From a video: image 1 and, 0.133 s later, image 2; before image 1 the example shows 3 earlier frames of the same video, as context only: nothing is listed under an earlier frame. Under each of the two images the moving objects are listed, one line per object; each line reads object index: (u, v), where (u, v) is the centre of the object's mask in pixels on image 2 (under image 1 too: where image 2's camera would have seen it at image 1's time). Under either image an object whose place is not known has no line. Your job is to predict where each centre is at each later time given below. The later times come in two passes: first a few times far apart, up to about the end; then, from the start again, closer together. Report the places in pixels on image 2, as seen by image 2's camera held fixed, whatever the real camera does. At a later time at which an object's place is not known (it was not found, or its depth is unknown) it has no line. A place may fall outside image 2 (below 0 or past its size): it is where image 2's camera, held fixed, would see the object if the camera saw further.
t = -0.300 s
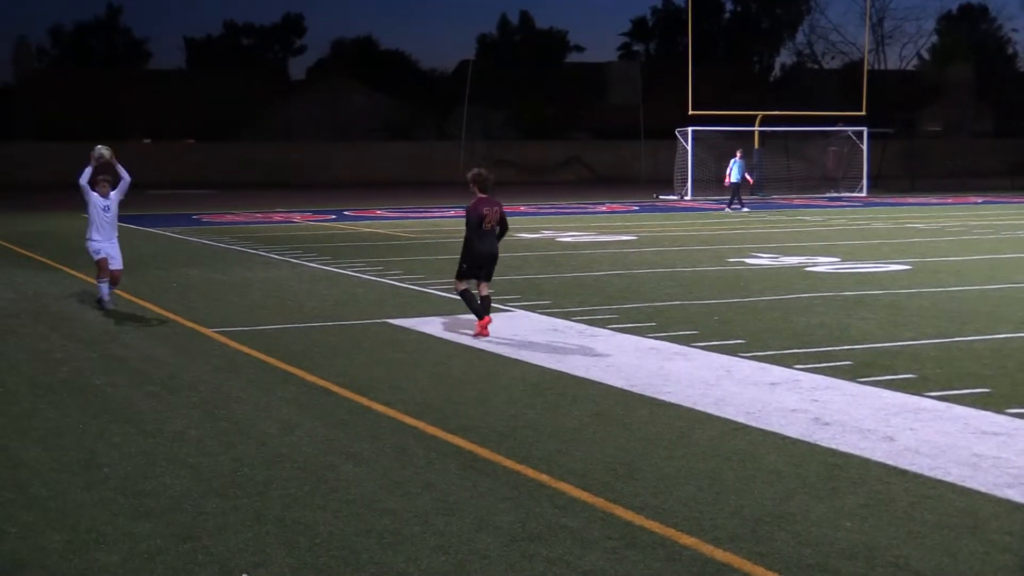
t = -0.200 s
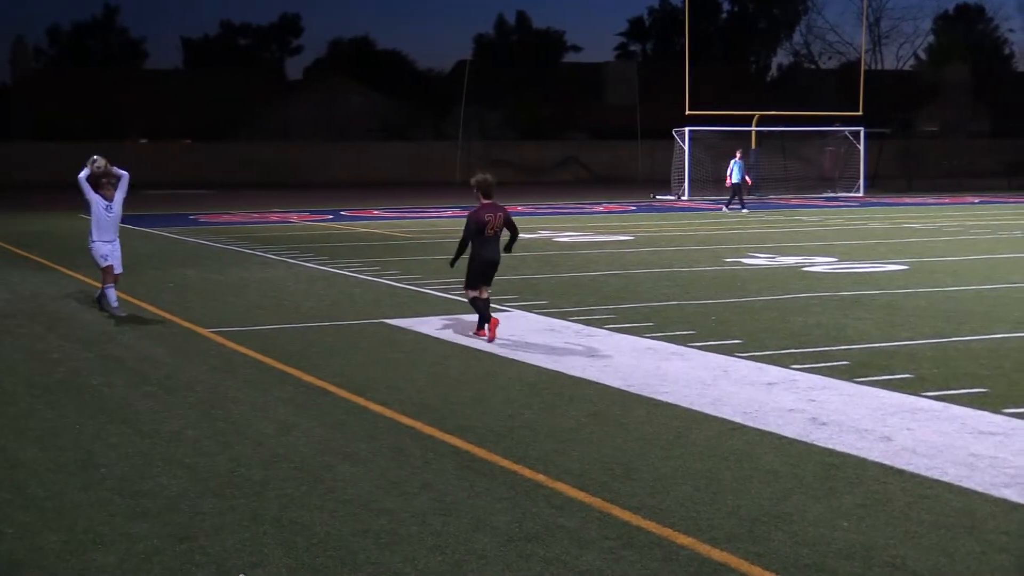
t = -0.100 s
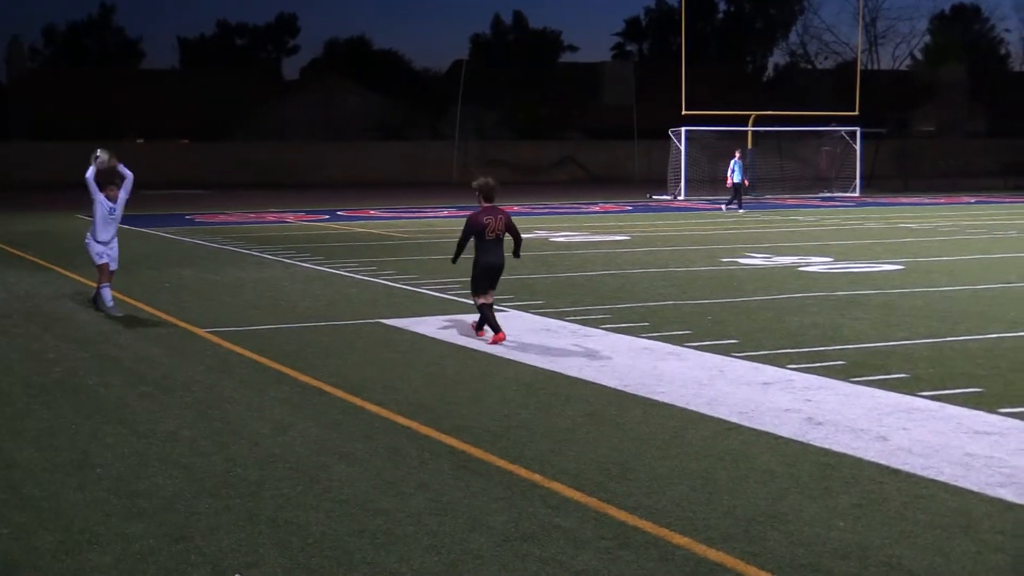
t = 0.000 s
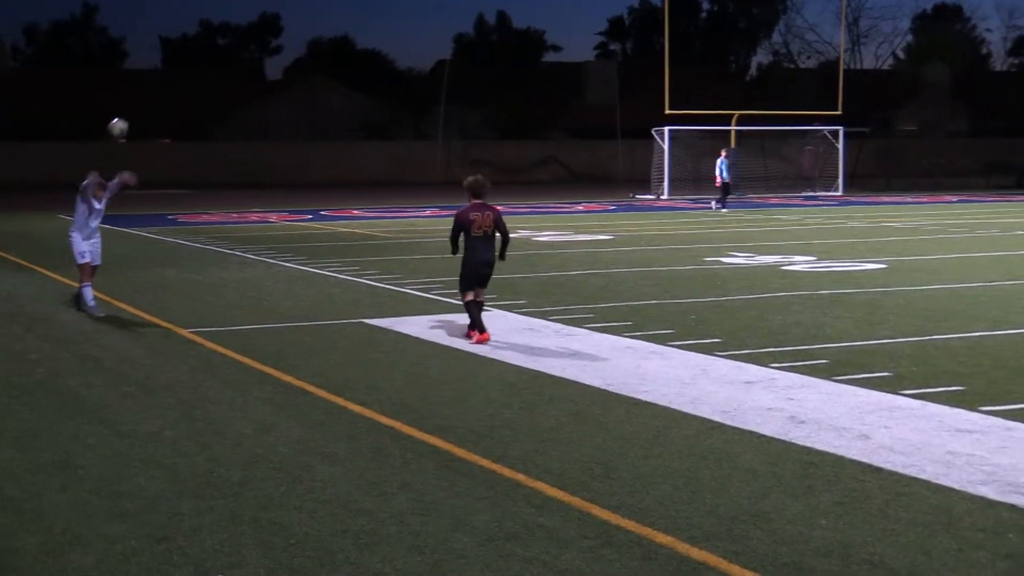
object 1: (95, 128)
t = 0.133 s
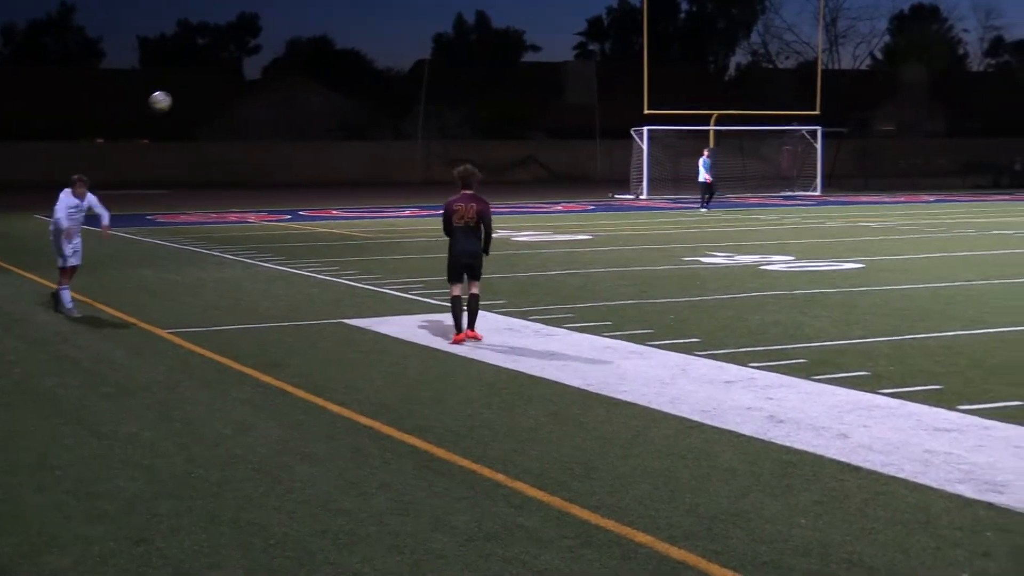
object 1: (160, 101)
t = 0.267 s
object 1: (237, 90)
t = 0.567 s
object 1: (469, 137)
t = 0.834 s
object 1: (779, 327)
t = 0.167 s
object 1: (179, 97)
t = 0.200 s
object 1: (197, 93)
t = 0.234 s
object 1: (217, 91)
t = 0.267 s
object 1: (237, 90)
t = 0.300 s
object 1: (259, 89)
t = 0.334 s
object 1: (282, 90)
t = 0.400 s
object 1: (330, 96)
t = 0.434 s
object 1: (354, 100)
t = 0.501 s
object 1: (409, 115)
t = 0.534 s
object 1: (438, 125)
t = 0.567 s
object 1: (469, 137)
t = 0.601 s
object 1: (502, 151)
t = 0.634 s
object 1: (536, 168)
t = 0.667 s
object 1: (570, 187)
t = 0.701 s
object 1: (608, 209)
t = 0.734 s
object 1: (645, 235)
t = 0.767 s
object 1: (686, 262)
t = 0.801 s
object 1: (732, 292)
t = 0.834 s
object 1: (779, 327)
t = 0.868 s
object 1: (827, 362)
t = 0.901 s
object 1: (879, 408)
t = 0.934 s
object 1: (936, 455)
